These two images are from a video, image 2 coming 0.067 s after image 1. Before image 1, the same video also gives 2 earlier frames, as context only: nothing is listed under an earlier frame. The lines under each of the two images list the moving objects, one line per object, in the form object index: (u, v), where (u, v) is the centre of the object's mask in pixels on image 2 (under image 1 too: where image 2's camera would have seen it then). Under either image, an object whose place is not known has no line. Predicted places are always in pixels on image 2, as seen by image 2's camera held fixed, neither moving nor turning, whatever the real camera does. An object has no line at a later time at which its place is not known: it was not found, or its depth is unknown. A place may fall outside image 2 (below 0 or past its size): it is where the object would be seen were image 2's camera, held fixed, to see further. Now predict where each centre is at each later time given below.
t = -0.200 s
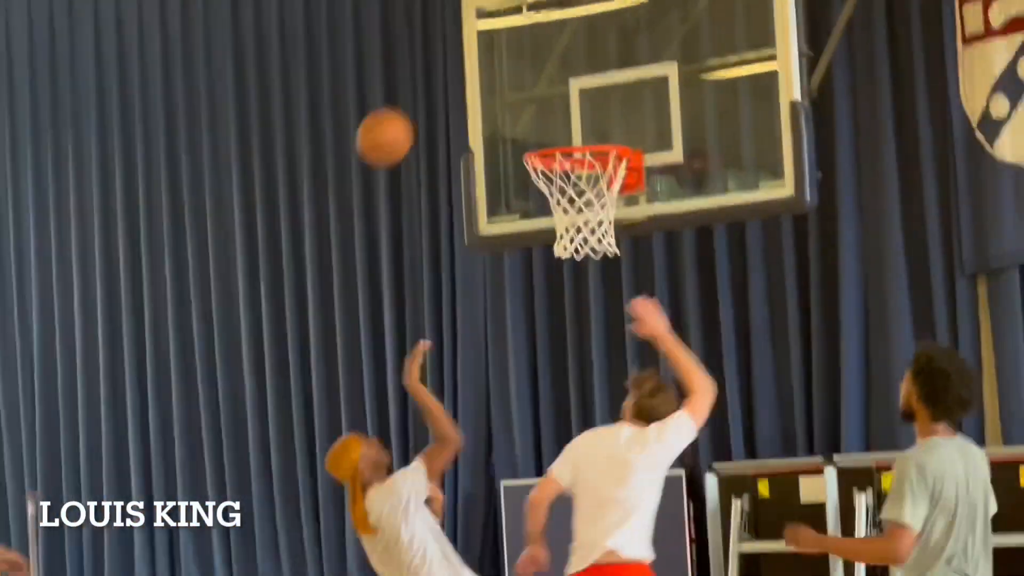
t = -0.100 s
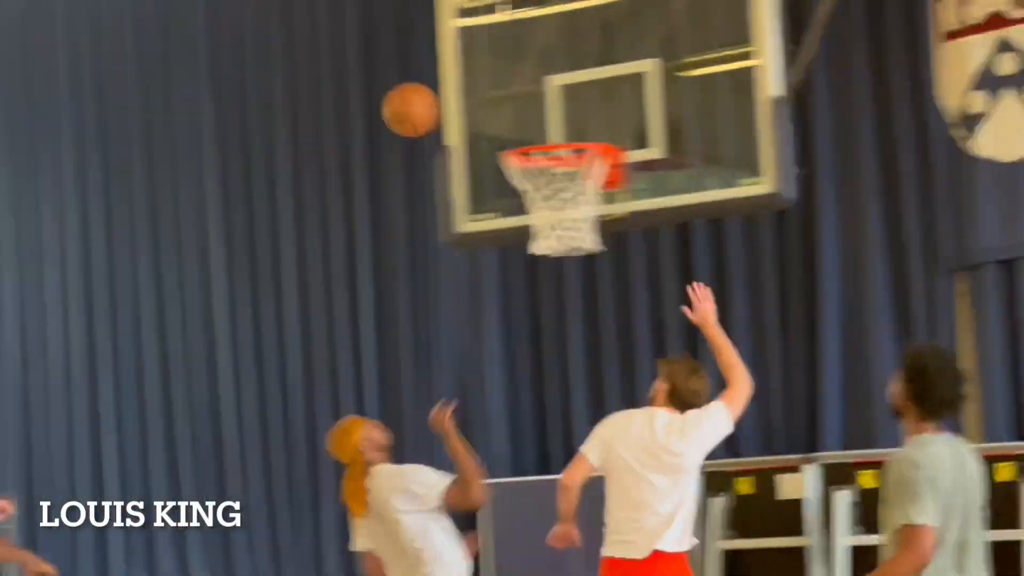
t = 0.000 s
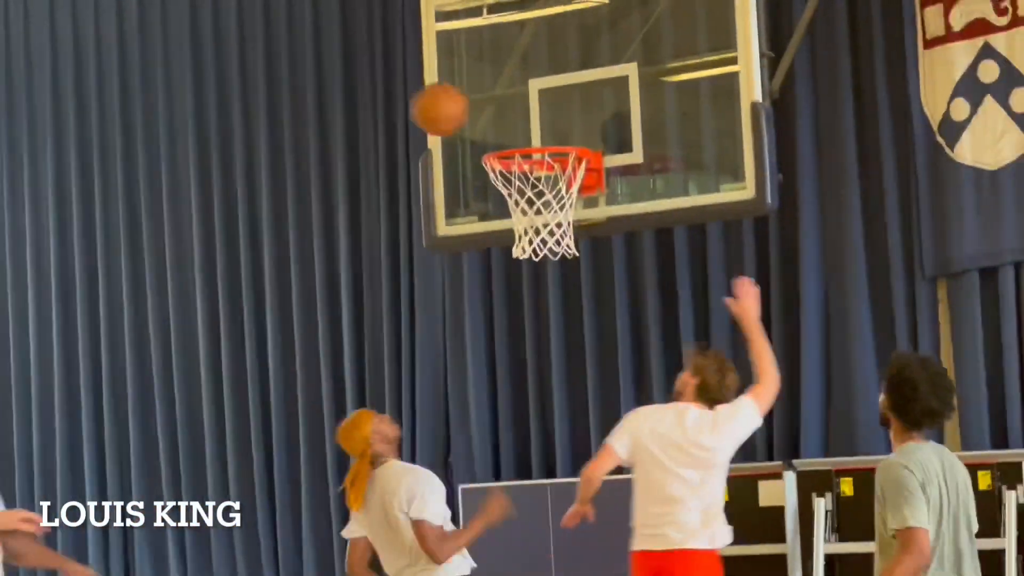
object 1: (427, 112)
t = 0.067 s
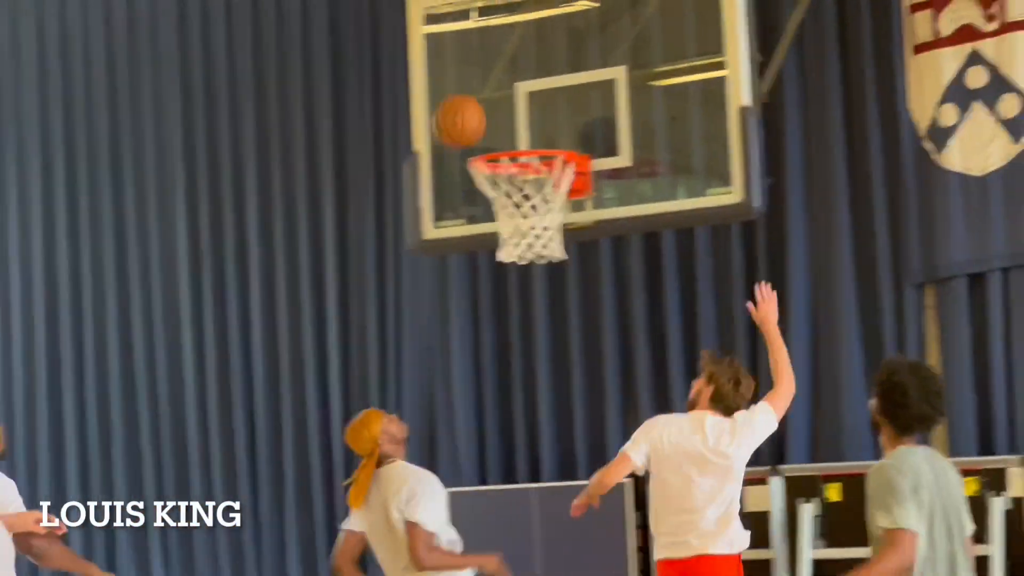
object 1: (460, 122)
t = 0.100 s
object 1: (476, 129)
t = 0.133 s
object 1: (490, 134)
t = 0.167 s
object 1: (504, 136)
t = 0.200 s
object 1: (518, 142)
